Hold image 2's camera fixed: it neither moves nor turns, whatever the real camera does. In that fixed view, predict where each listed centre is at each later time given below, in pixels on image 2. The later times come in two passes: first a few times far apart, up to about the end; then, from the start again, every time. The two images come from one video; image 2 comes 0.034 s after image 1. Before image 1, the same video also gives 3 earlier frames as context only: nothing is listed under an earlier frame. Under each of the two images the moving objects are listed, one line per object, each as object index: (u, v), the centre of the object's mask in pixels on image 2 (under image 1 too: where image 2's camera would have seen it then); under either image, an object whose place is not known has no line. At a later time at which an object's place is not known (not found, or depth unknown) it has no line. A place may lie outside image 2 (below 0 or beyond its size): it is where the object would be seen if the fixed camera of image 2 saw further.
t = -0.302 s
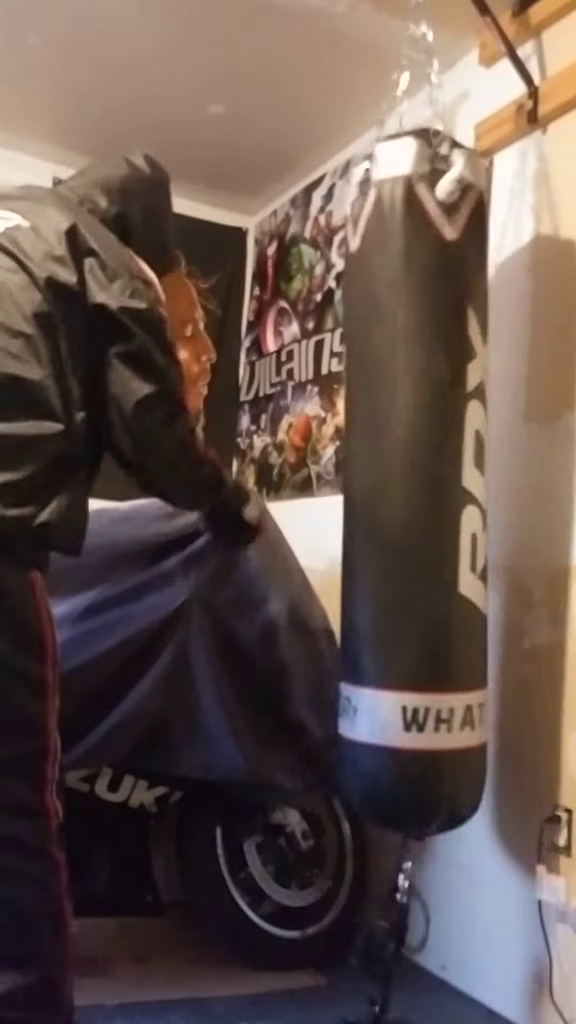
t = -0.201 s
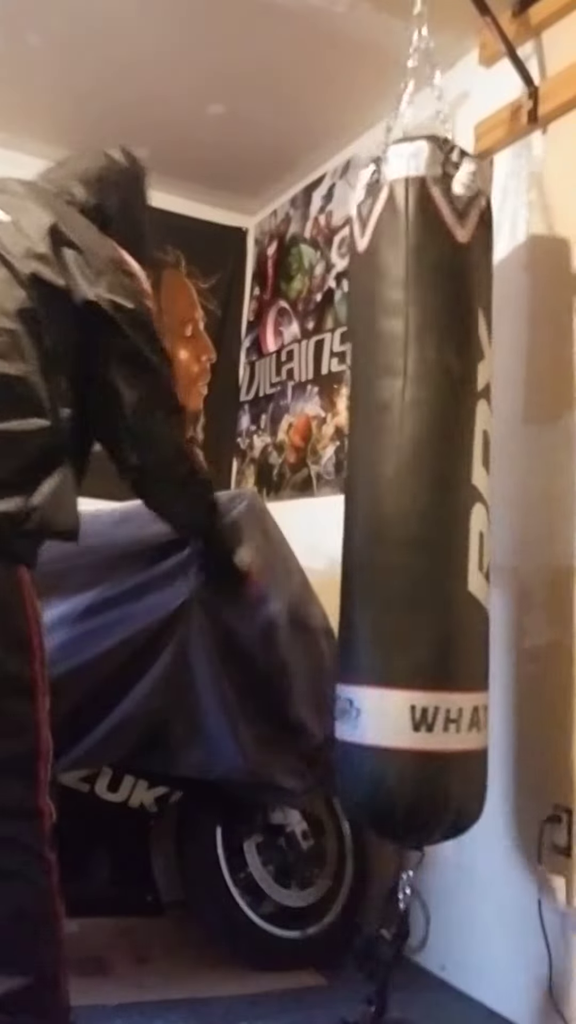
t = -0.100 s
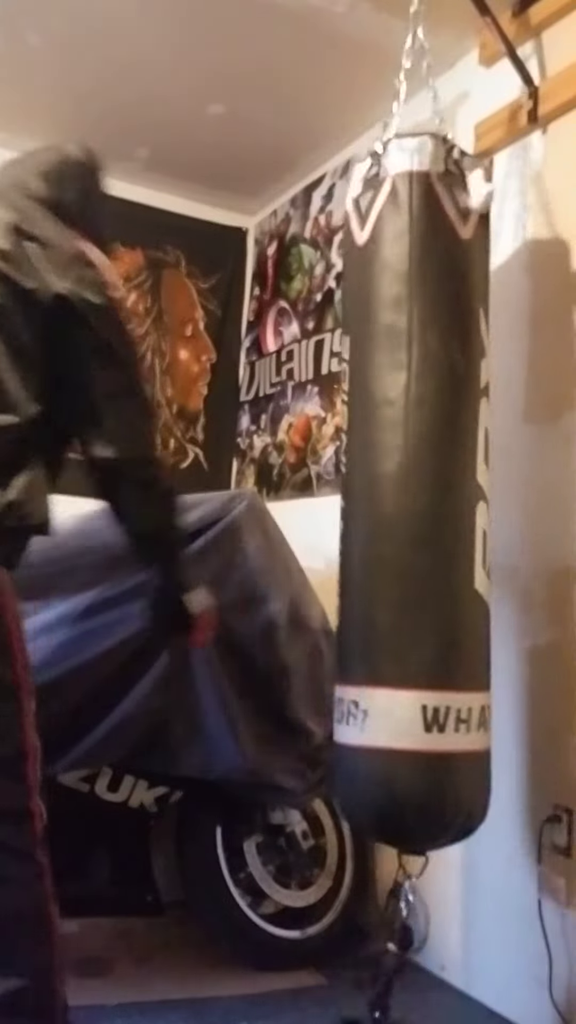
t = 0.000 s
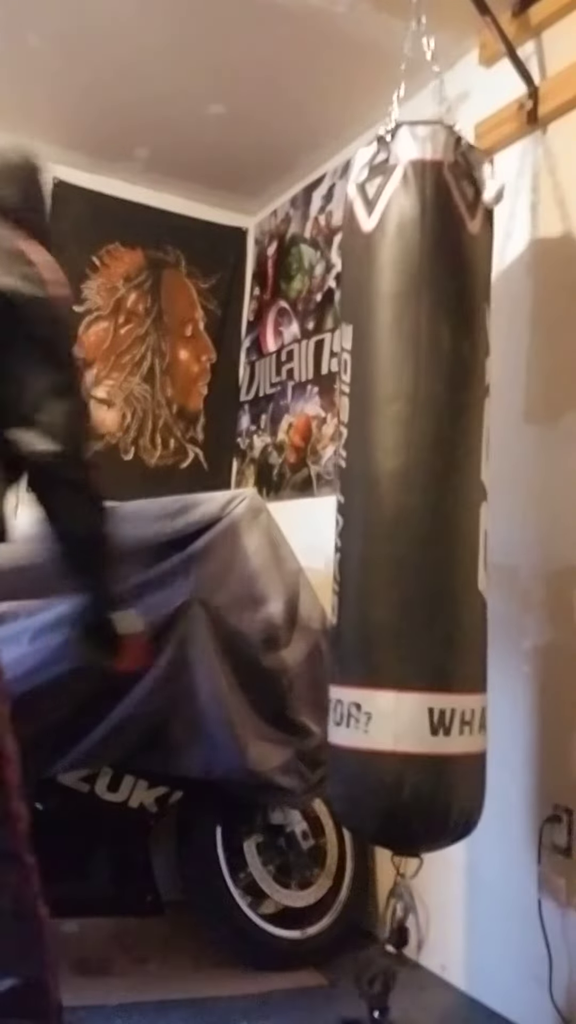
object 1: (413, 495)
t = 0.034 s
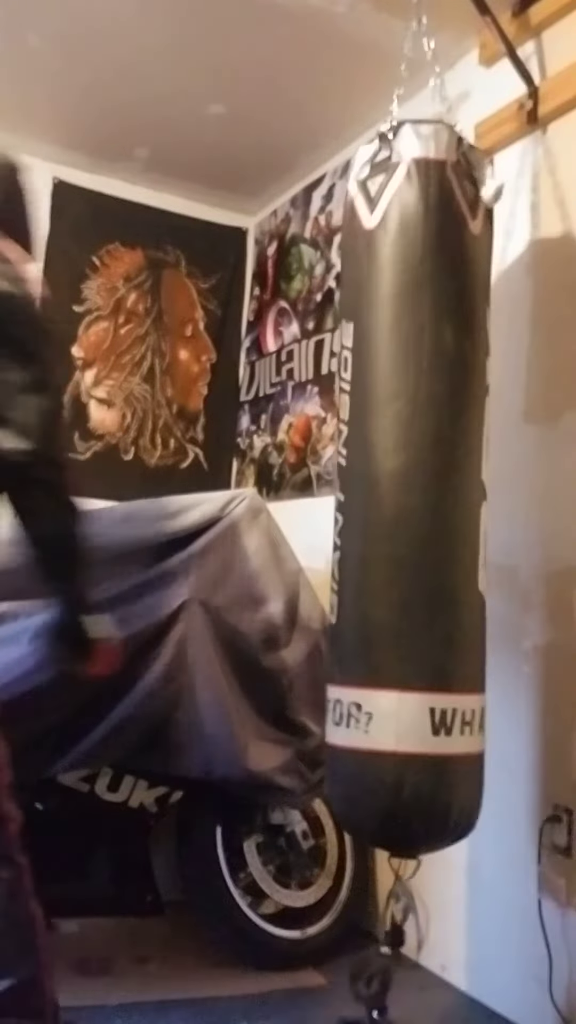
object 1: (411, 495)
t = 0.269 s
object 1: (394, 492)
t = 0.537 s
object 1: (371, 494)
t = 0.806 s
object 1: (367, 492)
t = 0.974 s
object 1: (380, 491)
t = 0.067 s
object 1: (409, 498)
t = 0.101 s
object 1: (407, 500)
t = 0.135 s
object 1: (405, 500)
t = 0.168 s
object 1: (402, 500)
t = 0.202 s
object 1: (399, 497)
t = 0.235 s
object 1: (397, 493)
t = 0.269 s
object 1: (394, 492)
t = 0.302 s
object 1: (388, 499)
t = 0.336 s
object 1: (384, 501)
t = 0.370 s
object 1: (381, 501)
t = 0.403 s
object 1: (378, 500)
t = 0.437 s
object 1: (376, 500)
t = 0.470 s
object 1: (374, 497)
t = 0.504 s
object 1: (372, 495)
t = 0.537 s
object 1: (371, 494)
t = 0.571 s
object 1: (369, 493)
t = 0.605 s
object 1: (368, 492)
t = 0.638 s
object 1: (367, 493)
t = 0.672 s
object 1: (366, 493)
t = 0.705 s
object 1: (365, 493)
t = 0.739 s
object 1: (365, 493)
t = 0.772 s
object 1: (366, 492)
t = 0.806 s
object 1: (367, 492)
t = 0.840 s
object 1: (369, 492)
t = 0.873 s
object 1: (371, 492)
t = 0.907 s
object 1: (374, 491)
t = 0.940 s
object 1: (377, 491)
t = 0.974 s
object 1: (380, 491)
